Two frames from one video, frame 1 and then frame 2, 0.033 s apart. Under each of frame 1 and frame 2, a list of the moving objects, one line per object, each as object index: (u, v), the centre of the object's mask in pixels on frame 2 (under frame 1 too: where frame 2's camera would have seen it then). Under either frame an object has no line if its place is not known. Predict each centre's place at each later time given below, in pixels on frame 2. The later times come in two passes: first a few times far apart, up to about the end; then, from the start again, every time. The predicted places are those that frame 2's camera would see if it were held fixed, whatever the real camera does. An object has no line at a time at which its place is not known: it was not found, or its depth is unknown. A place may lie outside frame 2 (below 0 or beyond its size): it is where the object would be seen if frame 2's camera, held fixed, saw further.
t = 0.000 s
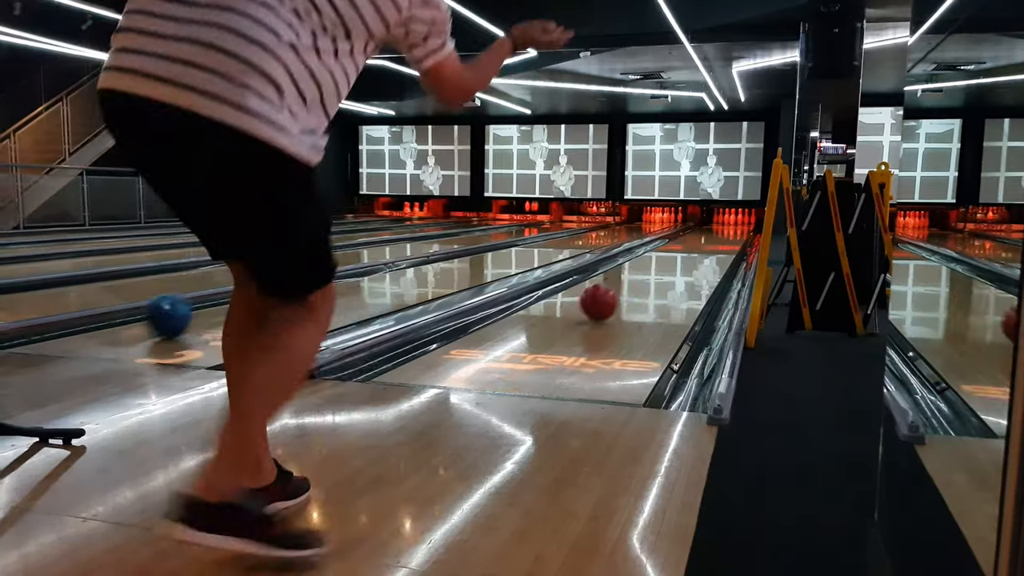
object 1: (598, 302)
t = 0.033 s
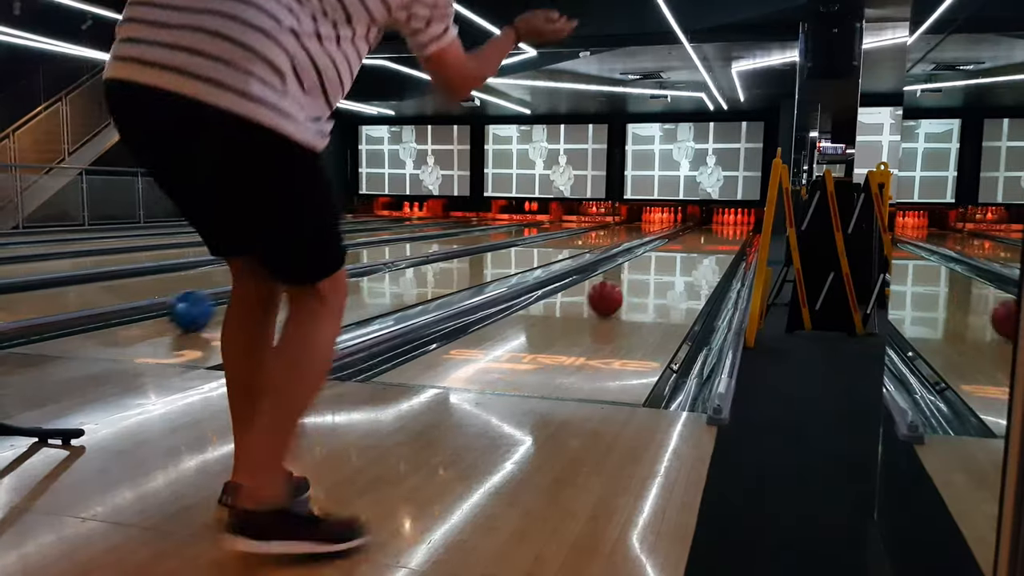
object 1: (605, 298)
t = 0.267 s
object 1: (641, 273)
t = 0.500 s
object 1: (664, 258)
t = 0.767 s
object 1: (680, 246)
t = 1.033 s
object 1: (691, 239)
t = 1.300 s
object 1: (699, 233)
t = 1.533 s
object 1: (705, 229)
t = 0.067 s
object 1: (611, 295)
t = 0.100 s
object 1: (618, 290)
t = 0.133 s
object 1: (623, 286)
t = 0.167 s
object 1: (629, 282)
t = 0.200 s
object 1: (633, 279)
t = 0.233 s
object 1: (637, 276)
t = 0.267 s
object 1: (641, 273)
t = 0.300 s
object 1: (645, 271)
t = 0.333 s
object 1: (649, 268)
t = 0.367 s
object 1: (652, 266)
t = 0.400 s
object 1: (655, 263)
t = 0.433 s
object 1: (658, 262)
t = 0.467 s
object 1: (661, 260)
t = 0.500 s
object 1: (664, 258)
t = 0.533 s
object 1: (666, 256)
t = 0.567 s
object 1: (668, 255)
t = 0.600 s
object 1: (671, 253)
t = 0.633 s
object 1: (673, 251)
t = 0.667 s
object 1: (675, 250)
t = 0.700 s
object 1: (676, 249)
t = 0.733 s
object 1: (678, 248)
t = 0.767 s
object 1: (680, 246)
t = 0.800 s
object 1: (681, 245)
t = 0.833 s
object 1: (683, 244)
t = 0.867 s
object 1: (685, 243)
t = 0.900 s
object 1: (686, 242)
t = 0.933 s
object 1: (687, 241)
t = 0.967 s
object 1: (688, 240)
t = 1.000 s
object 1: (690, 240)
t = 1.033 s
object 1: (691, 239)
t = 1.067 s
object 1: (692, 238)
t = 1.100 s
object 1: (693, 237)
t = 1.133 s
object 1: (694, 237)
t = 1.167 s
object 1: (696, 235)
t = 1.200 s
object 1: (697, 235)
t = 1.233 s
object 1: (698, 234)
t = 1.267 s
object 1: (699, 233)
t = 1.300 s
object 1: (699, 233)
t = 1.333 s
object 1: (700, 232)
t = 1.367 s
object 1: (701, 232)
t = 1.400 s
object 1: (701, 231)
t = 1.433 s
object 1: (702, 231)
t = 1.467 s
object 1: (704, 230)
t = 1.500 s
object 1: (704, 229)
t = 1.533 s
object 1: (705, 229)
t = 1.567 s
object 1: (706, 229)
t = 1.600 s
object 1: (706, 228)
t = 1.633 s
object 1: (707, 228)
